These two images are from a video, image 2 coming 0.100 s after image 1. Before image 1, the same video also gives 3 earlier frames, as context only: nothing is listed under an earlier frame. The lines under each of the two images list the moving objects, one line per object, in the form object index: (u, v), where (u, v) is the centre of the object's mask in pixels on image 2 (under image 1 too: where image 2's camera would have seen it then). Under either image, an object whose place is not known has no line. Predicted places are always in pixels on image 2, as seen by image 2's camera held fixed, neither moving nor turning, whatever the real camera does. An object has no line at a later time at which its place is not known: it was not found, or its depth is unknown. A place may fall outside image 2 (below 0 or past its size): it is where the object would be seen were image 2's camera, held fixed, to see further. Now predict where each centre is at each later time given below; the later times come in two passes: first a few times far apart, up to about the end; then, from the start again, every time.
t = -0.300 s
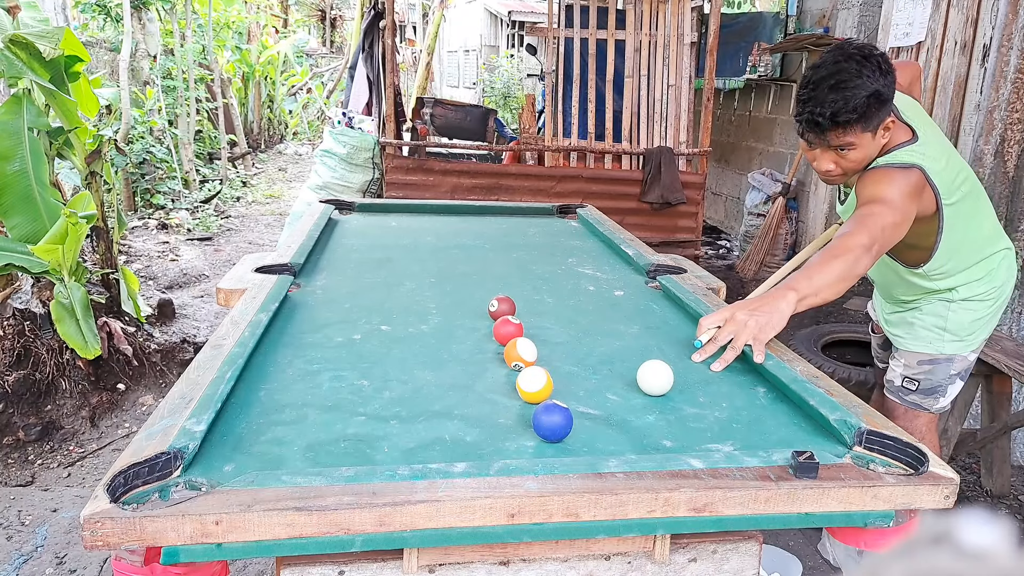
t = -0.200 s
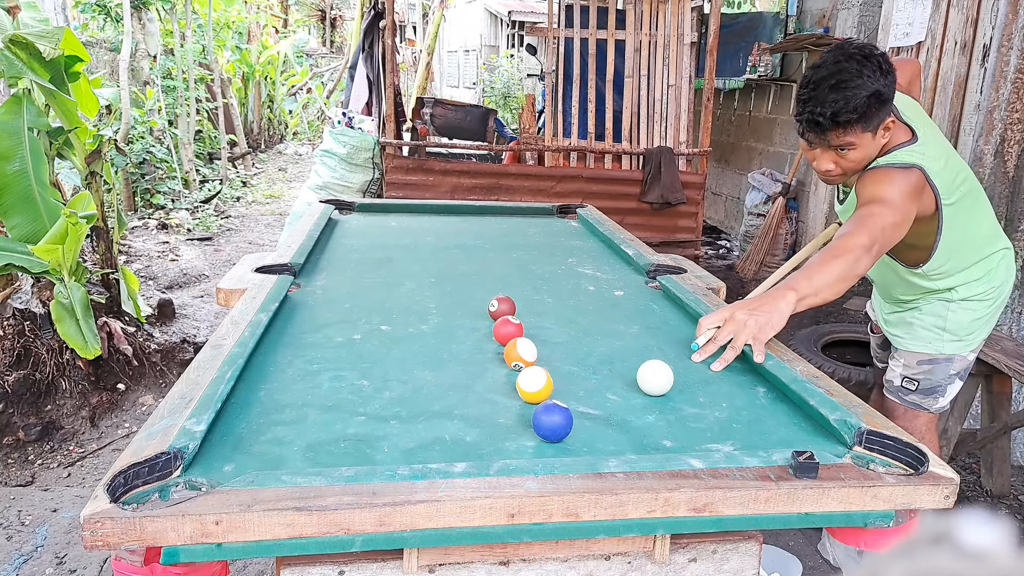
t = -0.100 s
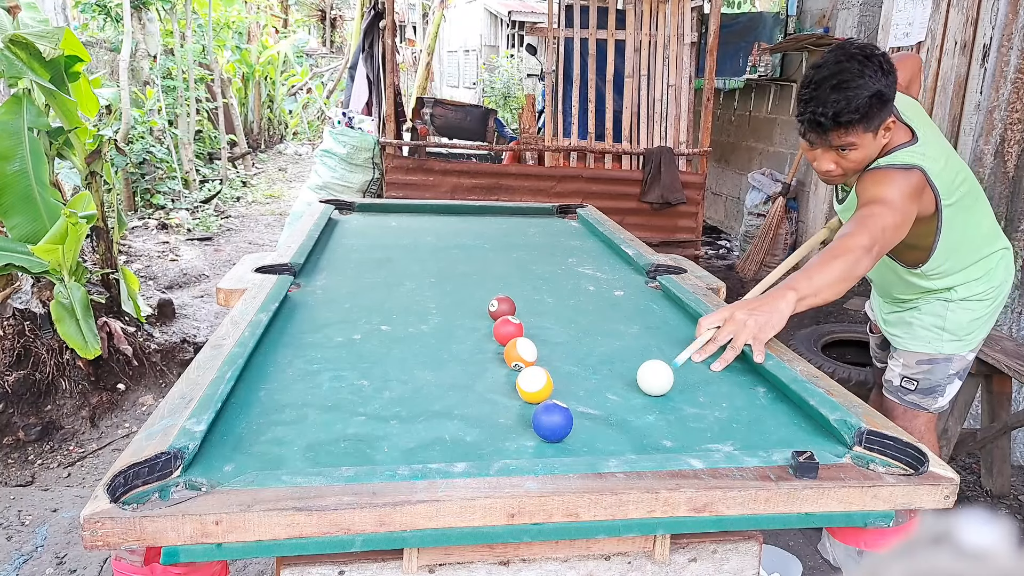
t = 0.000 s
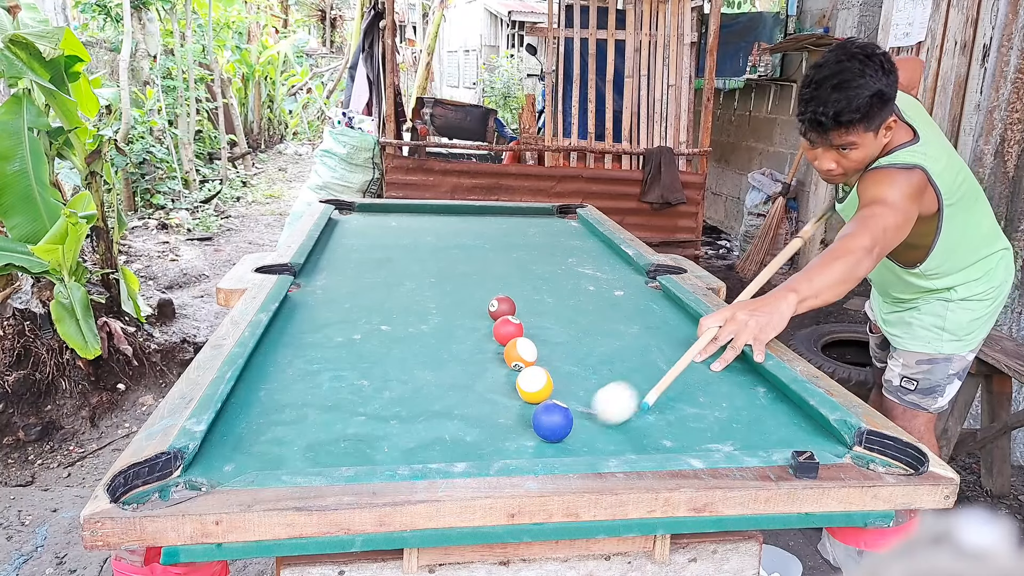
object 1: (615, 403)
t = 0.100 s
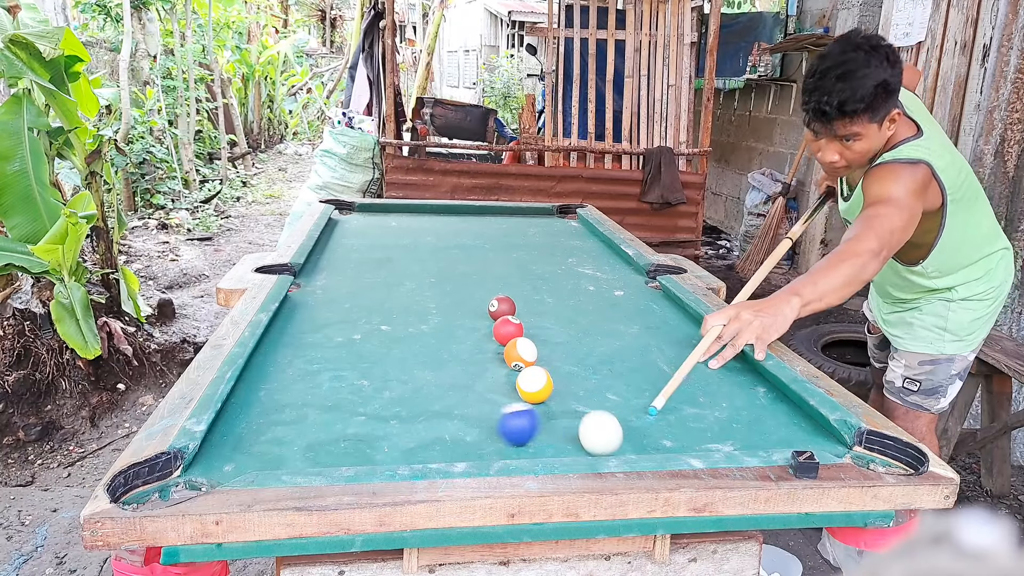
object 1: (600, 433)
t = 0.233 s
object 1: (609, 440)
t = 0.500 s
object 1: (610, 415)
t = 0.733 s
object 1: (611, 396)
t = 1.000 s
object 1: (614, 379)
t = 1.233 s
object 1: (615, 367)
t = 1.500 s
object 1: (616, 356)
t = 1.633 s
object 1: (617, 351)
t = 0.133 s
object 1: (604, 438)
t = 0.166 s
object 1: (608, 443)
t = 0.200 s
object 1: (609, 442)
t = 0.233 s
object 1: (609, 440)
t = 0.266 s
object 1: (610, 438)
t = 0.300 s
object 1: (610, 435)
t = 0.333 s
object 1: (610, 432)
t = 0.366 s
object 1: (610, 429)
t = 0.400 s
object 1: (610, 425)
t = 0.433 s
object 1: (610, 422)
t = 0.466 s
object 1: (610, 418)
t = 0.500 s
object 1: (610, 415)
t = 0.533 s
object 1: (610, 412)
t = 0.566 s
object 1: (610, 409)
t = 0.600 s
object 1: (610, 407)
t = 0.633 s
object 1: (611, 404)
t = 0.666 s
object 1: (611, 401)
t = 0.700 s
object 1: (611, 399)
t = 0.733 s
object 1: (611, 396)
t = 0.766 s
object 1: (612, 394)
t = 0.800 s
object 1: (612, 392)
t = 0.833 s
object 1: (612, 389)
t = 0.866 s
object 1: (612, 387)
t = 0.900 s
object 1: (613, 385)
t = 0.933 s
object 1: (613, 383)
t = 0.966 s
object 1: (613, 381)
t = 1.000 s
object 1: (614, 379)
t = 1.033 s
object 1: (614, 377)
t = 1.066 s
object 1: (614, 375)
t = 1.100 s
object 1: (614, 374)
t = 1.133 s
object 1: (615, 372)
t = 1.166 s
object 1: (615, 370)
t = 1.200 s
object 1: (615, 369)
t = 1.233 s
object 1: (615, 367)
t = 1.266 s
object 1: (616, 365)
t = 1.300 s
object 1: (616, 364)
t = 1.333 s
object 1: (616, 362)
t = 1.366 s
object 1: (616, 361)
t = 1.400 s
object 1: (616, 359)
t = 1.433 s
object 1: (616, 358)
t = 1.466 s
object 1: (616, 357)
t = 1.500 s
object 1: (616, 356)
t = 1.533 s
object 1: (617, 354)
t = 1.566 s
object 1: (617, 353)
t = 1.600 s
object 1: (617, 352)
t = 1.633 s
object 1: (617, 351)
